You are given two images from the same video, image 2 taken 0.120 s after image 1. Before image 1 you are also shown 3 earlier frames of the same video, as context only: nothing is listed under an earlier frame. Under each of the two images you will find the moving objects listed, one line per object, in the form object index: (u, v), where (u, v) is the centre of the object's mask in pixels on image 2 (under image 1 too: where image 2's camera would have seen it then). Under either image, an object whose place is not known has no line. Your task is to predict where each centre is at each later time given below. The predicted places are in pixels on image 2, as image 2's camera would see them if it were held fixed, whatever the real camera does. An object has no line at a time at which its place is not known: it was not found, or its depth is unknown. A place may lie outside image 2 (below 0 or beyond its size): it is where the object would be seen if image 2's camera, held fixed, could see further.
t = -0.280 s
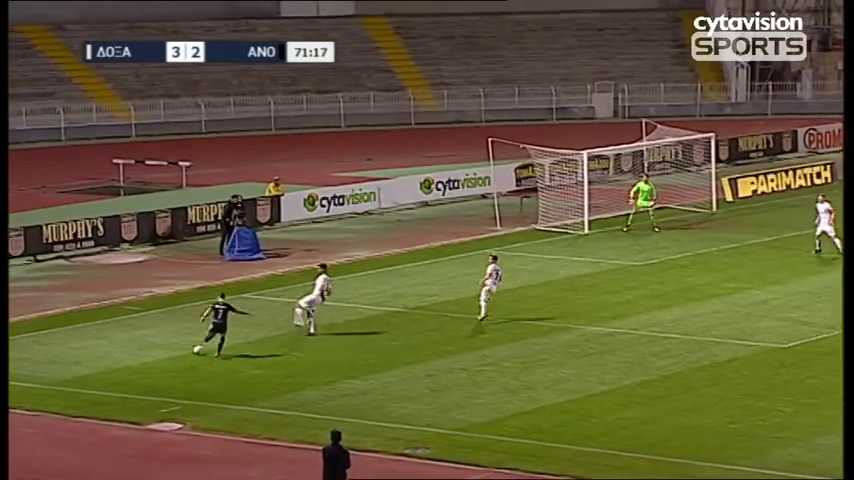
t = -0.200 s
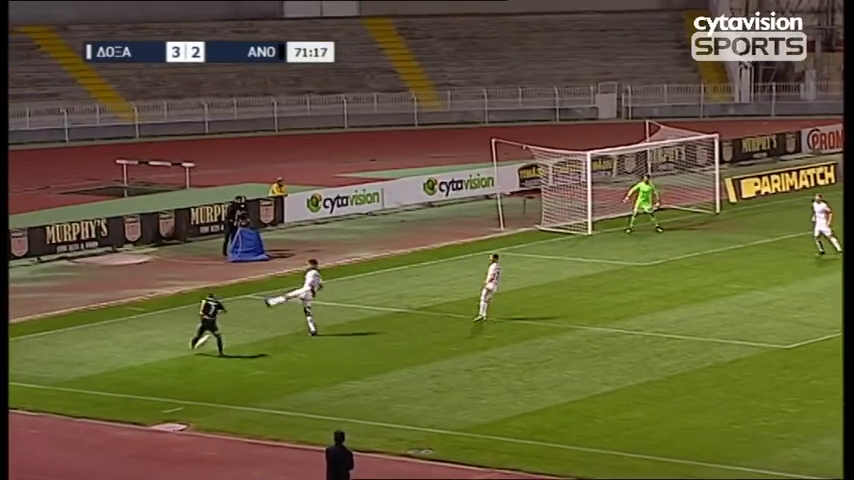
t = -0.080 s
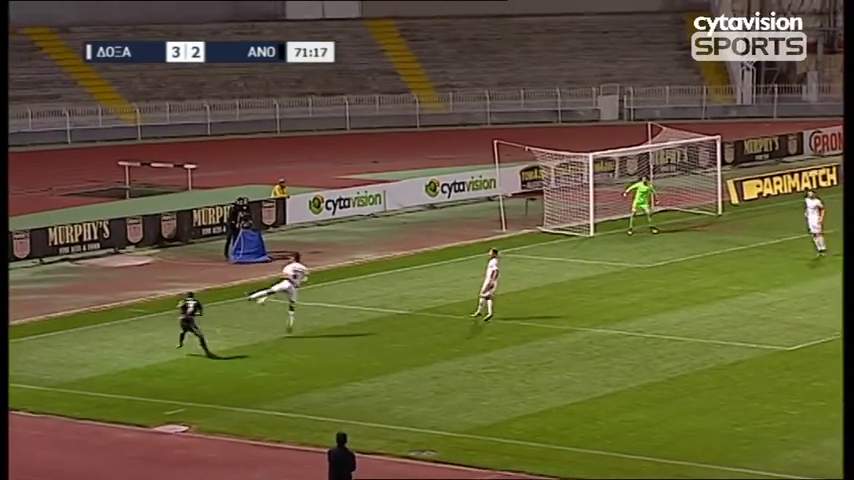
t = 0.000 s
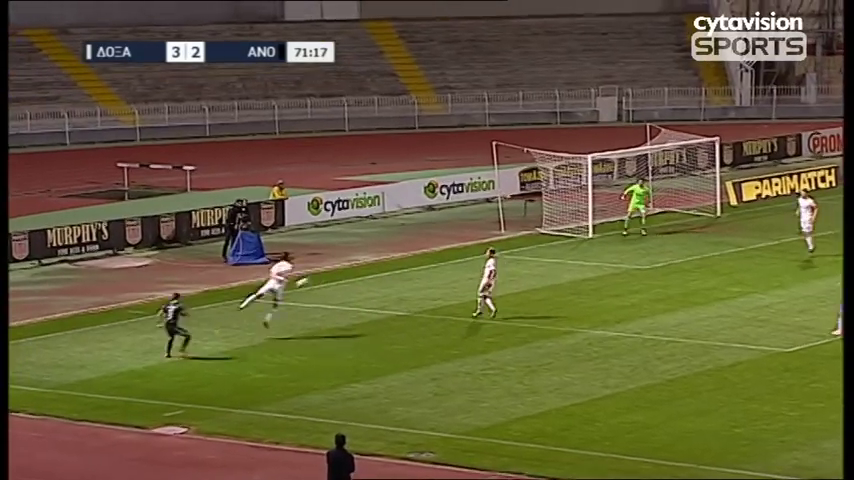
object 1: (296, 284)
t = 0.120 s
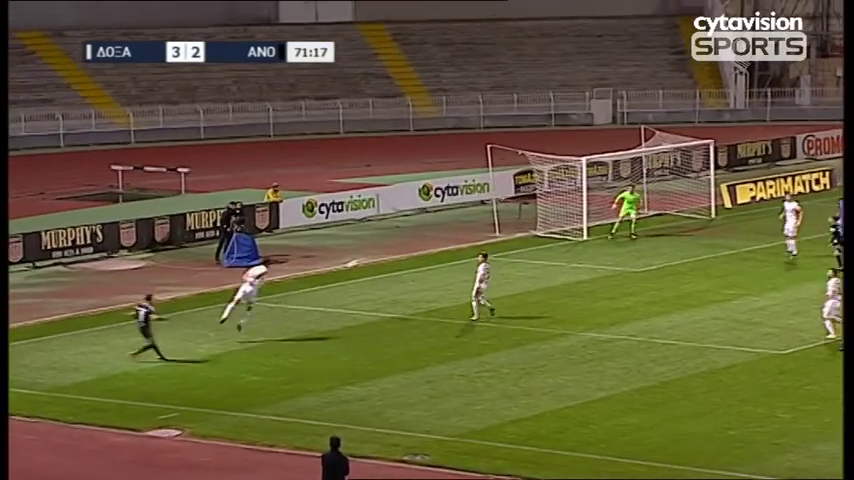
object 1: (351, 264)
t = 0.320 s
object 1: (439, 247)
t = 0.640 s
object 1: (568, 257)
